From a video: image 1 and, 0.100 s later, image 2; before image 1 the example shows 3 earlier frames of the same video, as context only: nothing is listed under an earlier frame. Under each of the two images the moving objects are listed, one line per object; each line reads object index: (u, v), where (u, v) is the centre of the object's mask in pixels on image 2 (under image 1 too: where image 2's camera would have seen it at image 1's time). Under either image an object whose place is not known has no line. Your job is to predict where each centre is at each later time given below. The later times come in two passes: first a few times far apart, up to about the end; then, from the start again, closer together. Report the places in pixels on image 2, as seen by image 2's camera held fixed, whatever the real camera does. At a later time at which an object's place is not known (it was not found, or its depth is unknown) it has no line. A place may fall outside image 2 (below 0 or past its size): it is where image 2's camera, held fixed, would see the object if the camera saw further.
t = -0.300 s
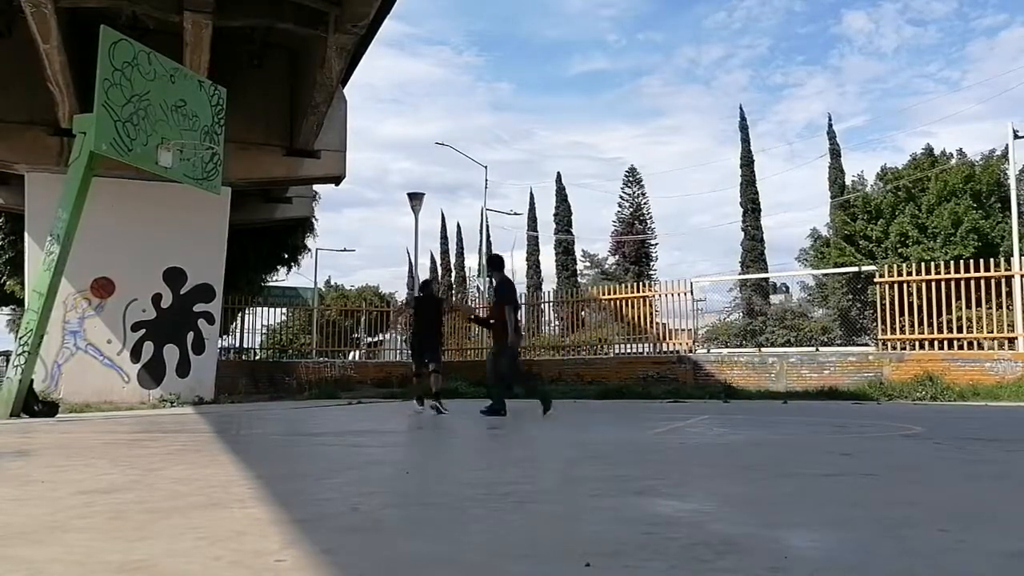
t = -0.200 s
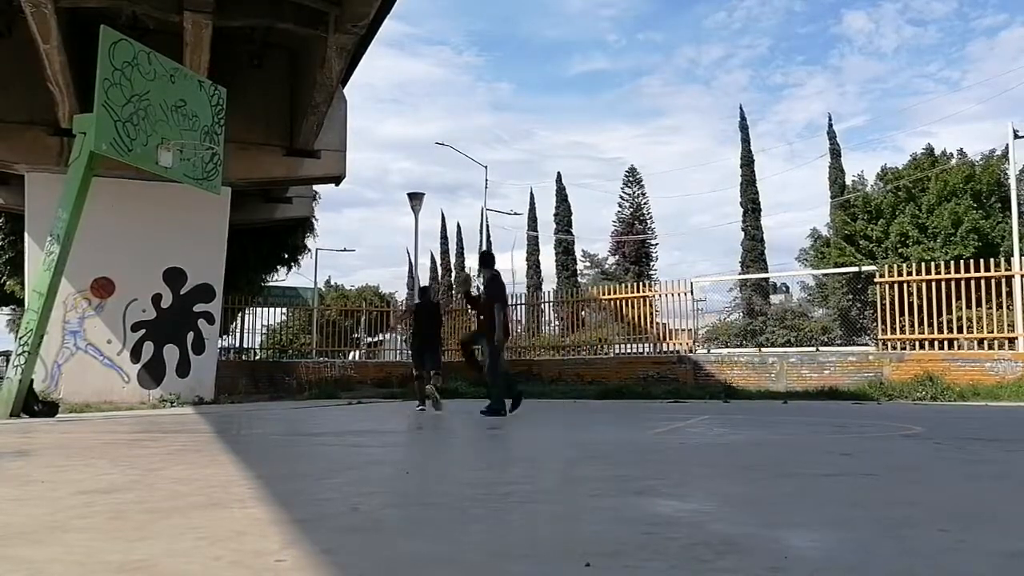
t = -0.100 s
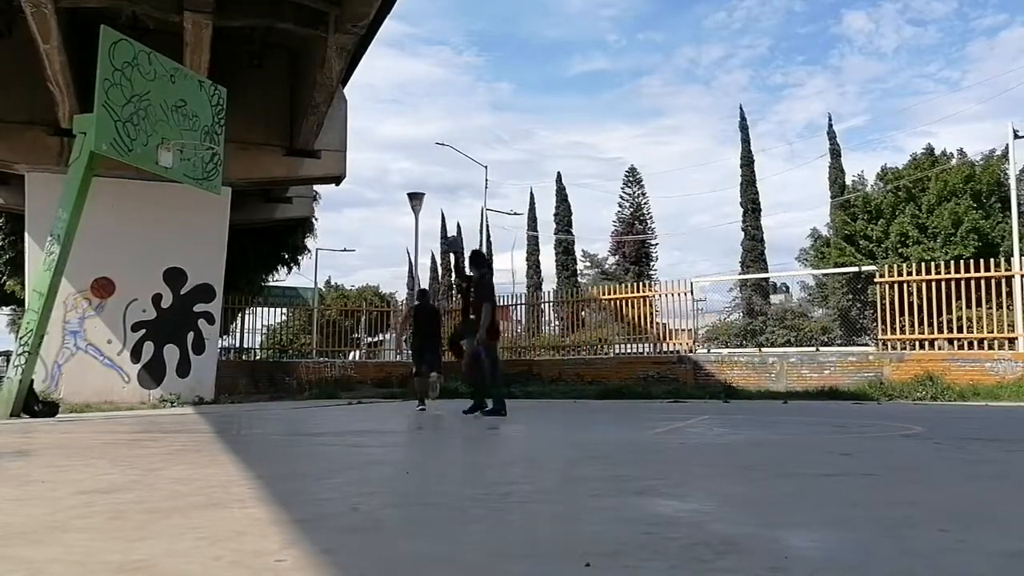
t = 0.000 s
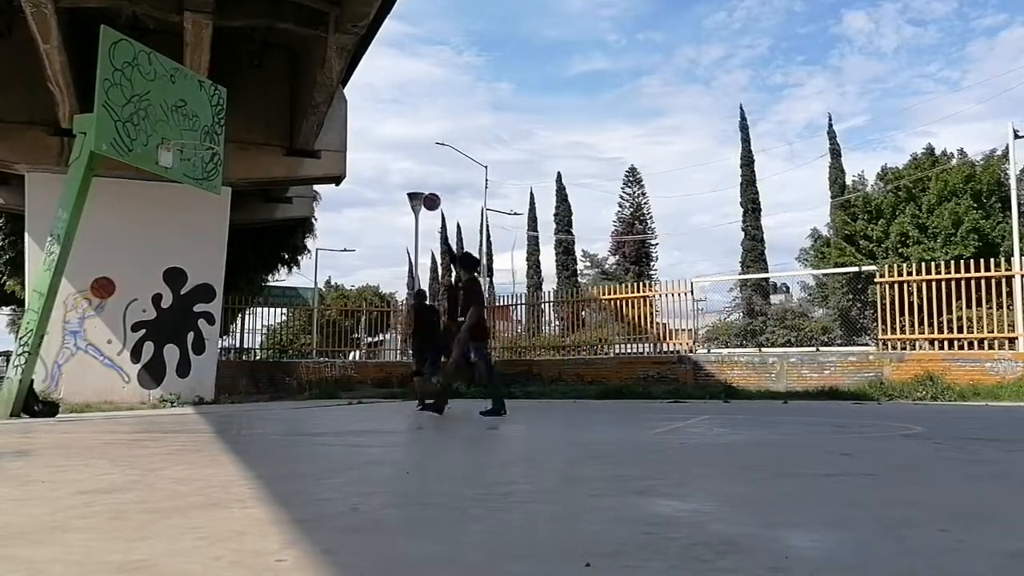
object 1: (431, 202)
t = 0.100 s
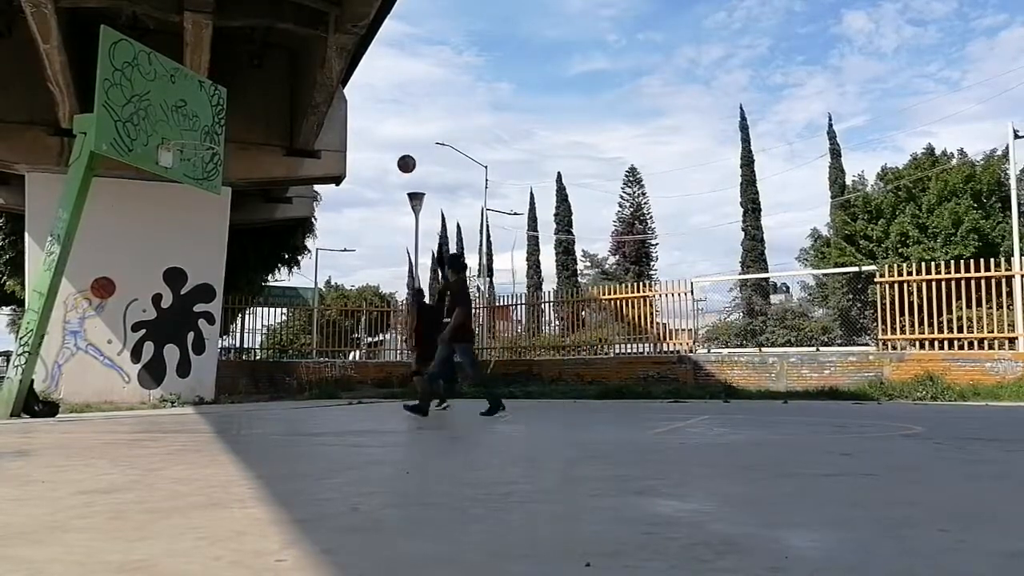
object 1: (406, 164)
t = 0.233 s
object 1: (371, 123)
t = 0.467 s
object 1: (302, 78)
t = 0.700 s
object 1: (223, 72)
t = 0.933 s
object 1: (198, 108)
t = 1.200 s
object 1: (195, 180)
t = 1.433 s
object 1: (189, 305)
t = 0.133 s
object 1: (397, 153)
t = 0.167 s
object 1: (389, 142)
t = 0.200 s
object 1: (380, 132)
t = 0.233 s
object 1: (371, 123)
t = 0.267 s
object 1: (362, 114)
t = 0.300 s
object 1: (353, 106)
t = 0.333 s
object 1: (343, 98)
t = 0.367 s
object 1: (332, 93)
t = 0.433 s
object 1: (313, 81)
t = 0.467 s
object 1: (302, 78)
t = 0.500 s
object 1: (292, 75)
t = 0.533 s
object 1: (281, 73)
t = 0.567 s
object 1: (270, 71)
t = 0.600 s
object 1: (258, 69)
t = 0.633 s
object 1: (247, 69)
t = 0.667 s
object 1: (235, 70)
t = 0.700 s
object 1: (223, 72)
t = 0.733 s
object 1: (203, 78)
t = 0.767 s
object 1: (203, 81)
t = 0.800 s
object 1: (201, 82)
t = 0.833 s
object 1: (200, 86)
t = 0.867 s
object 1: (200, 92)
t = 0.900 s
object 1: (200, 101)
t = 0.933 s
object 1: (198, 108)
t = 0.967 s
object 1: (200, 117)
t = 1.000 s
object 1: (199, 128)
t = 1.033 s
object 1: (198, 136)
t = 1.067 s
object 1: (198, 142)
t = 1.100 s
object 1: (197, 150)
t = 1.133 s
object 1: (194, 159)
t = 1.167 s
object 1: (194, 170)
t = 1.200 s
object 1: (195, 180)
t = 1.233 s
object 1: (194, 192)
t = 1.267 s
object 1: (195, 205)
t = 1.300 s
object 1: (193, 222)
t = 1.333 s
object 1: (193, 240)
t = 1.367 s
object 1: (192, 259)
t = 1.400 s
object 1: (190, 281)
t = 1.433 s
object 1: (189, 305)
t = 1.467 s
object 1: (187, 329)
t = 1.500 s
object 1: (186, 357)
